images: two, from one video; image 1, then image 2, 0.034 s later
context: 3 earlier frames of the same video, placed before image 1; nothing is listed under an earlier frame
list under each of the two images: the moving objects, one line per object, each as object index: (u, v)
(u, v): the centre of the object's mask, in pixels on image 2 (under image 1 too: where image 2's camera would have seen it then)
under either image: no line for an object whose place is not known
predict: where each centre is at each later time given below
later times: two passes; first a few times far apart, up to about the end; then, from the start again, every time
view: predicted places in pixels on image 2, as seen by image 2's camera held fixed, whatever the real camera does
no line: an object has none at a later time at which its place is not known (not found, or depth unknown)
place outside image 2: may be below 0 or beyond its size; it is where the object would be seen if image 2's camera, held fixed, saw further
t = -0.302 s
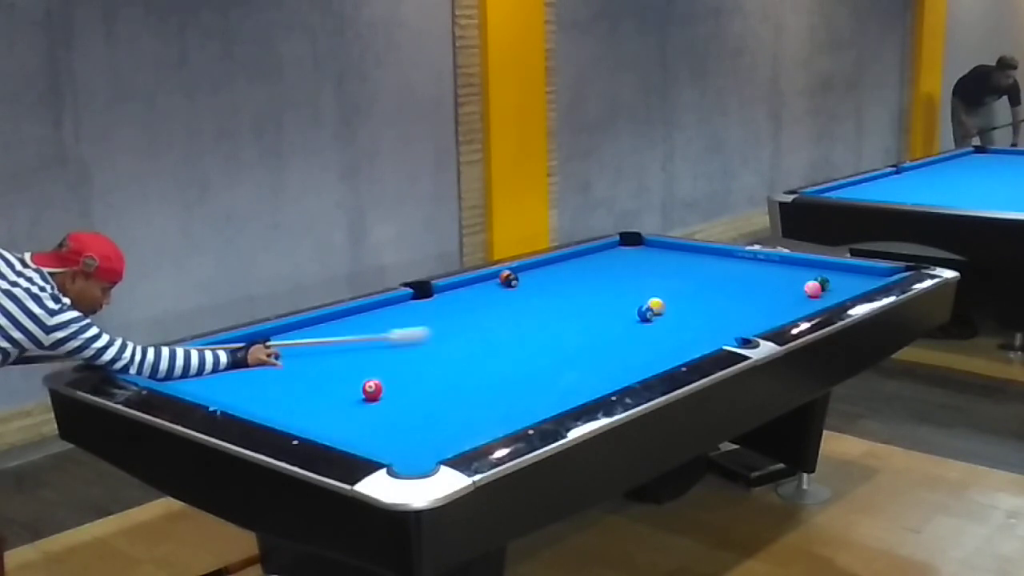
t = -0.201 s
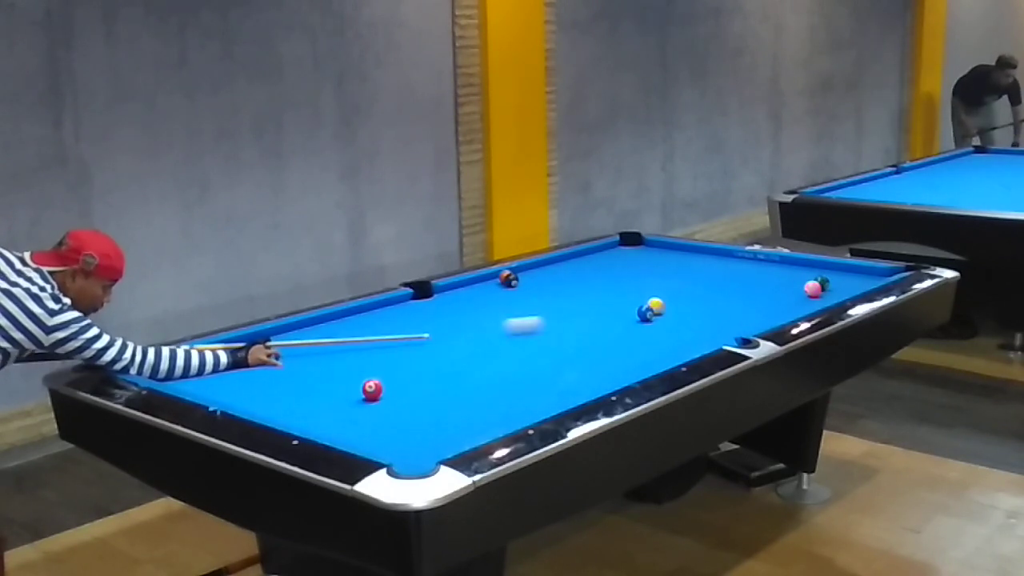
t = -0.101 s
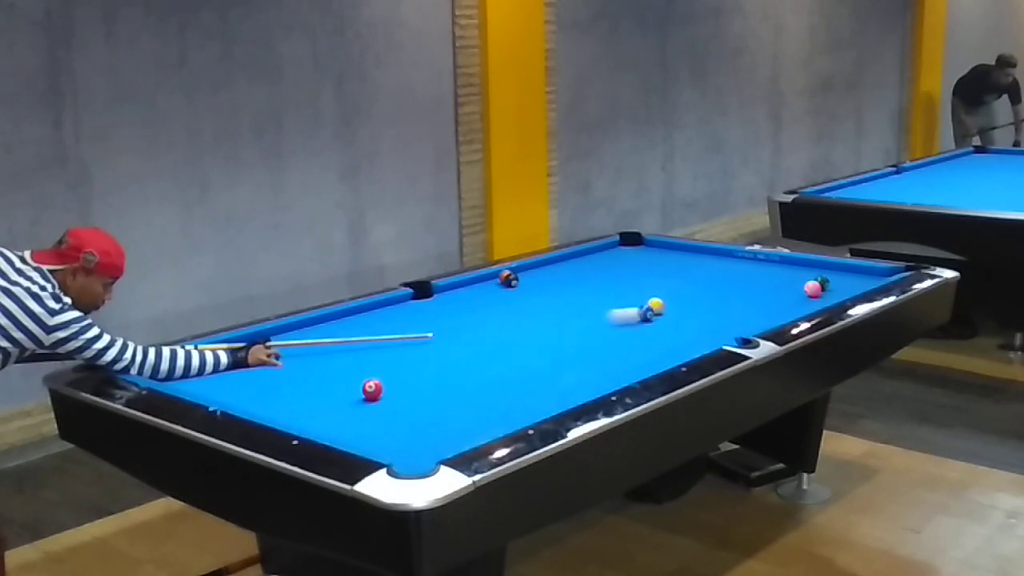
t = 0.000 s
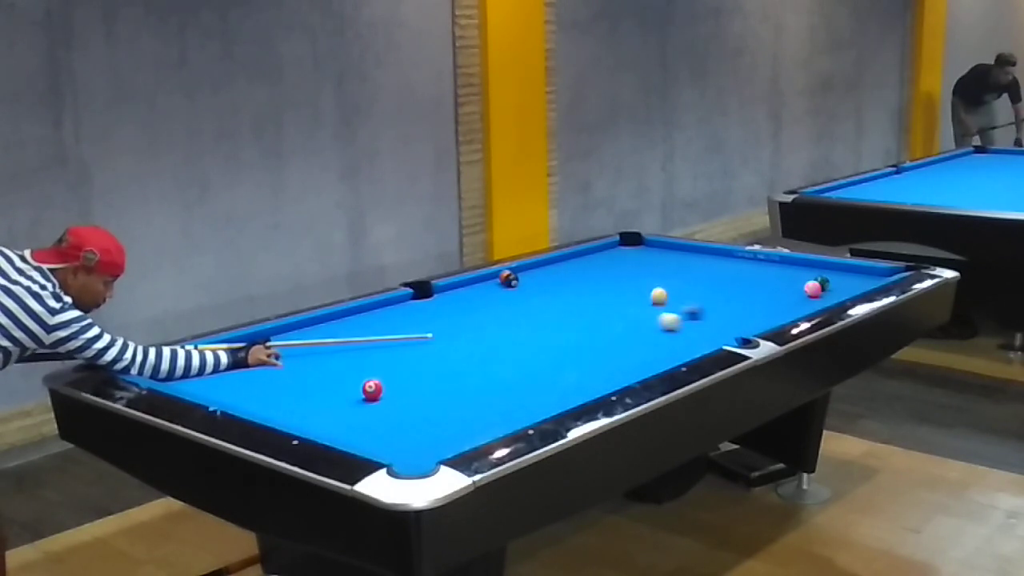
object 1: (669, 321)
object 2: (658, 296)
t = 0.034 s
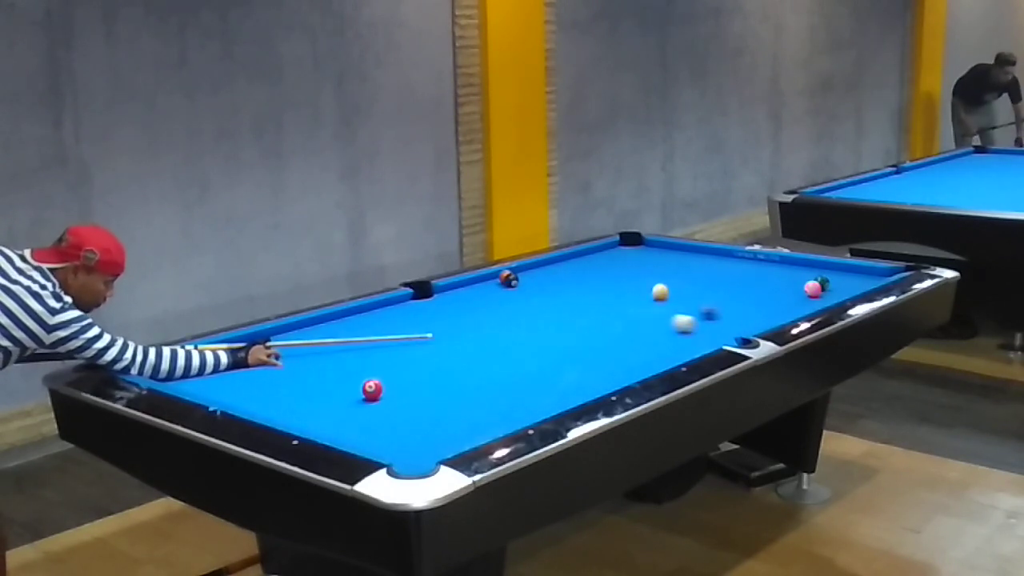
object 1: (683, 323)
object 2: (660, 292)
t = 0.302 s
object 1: (723, 322)
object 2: (669, 268)
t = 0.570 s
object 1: (687, 308)
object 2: (676, 249)
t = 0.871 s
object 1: (651, 294)
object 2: (636, 249)
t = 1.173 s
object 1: (620, 282)
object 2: (592, 253)
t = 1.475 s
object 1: (593, 272)
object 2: (571, 258)
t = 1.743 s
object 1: (578, 264)
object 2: (556, 263)
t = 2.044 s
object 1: (586, 260)
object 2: (537, 267)
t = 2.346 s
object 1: (593, 257)
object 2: (534, 272)
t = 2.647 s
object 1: (599, 254)
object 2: (530, 277)
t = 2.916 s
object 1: (604, 252)
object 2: (526, 282)
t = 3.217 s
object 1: (608, 249)
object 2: (523, 287)
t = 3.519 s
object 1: (612, 247)
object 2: (520, 291)
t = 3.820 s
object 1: (615, 246)
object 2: (517, 296)
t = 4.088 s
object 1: (617, 245)
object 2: (515, 299)
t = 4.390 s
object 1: (620, 243)
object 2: (512, 303)
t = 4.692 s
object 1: (623, 243)
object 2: (510, 306)
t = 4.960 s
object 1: (625, 242)
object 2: (508, 308)
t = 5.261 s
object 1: (626, 242)
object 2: (506, 311)
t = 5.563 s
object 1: (626, 242)
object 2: (506, 312)
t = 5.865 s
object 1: (626, 242)
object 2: (505, 314)
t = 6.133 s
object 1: (626, 242)
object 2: (504, 315)
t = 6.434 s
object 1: (626, 242)
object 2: (504, 315)
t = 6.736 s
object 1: (626, 242)
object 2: (504, 315)
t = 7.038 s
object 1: (626, 242)
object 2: (504, 315)
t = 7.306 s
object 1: (626, 242)
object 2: (504, 315)
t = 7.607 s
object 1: (626, 242)
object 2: (504, 315)
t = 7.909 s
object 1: (626, 242)
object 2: (504, 315)
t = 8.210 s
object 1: (626, 242)
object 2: (504, 315)
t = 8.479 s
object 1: (626, 242)
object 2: (503, 315)
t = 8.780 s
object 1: (626, 242)
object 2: (504, 315)
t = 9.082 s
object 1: (626, 242)
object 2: (503, 315)
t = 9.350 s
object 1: (626, 242)
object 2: (503, 315)
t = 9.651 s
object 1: (626, 242)
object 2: (503, 315)
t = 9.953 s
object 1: (626, 242)
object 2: (503, 315)
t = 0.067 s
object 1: (698, 325)
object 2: (661, 288)
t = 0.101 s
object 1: (714, 327)
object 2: (662, 285)
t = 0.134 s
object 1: (729, 328)
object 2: (664, 282)
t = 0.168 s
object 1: (745, 328)
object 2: (665, 279)
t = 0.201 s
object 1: (743, 326)
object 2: (666, 276)
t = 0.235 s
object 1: (735, 326)
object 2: (667, 273)
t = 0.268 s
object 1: (729, 324)
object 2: (668, 270)
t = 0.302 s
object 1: (723, 322)
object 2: (669, 268)
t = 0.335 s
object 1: (718, 320)
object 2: (670, 265)
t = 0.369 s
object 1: (713, 318)
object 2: (670, 263)
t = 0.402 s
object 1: (709, 317)
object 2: (671, 261)
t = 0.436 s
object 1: (704, 315)
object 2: (672, 258)
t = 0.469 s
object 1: (700, 313)
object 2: (673, 256)
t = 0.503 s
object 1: (695, 312)
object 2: (674, 253)
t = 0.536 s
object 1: (691, 310)
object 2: (675, 251)
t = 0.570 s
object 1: (687, 308)
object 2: (676, 249)
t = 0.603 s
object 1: (683, 307)
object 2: (676, 247)
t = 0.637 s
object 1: (679, 305)
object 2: (675, 245)
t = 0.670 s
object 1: (674, 303)
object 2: (668, 246)
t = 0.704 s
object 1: (670, 302)
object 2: (662, 247)
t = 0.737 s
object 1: (667, 300)
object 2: (657, 248)
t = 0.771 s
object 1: (663, 299)
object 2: (651, 248)
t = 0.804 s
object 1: (659, 297)
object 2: (646, 248)
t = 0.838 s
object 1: (655, 296)
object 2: (641, 249)
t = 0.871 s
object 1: (651, 294)
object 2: (636, 249)
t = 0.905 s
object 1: (648, 293)
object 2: (631, 249)
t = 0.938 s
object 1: (644, 292)
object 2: (627, 250)
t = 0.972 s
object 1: (640, 290)
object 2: (622, 251)
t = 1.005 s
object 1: (637, 289)
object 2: (616, 251)
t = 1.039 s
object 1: (634, 288)
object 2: (612, 251)
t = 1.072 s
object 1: (630, 286)
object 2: (606, 252)
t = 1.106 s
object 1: (627, 285)
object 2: (602, 252)
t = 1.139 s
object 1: (623, 284)
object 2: (596, 252)
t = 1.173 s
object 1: (620, 282)
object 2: (592, 253)
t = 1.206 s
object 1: (617, 281)
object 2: (587, 253)
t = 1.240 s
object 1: (614, 280)
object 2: (582, 254)
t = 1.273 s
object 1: (611, 279)
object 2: (577, 254)
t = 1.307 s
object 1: (608, 277)
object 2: (576, 255)
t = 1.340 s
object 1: (605, 276)
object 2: (575, 255)
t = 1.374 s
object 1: (602, 275)
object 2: (574, 256)
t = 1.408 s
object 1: (599, 274)
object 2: (573, 257)
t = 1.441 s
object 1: (596, 273)
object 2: (572, 258)
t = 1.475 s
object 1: (593, 272)
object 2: (571, 258)
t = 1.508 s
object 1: (590, 271)
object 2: (570, 259)
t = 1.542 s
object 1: (587, 270)
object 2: (569, 260)
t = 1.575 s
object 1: (585, 269)
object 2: (568, 261)
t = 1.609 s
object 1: (582, 268)
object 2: (566, 261)
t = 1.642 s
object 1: (579, 266)
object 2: (565, 262)
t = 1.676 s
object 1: (577, 266)
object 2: (564, 262)
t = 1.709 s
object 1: (576, 265)
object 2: (561, 263)
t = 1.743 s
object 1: (578, 264)
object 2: (556, 263)
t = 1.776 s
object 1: (579, 264)
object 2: (552, 263)
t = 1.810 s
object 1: (580, 263)
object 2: (548, 263)
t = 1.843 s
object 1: (581, 263)
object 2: (543, 263)
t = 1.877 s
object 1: (582, 263)
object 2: (540, 263)
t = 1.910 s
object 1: (583, 262)
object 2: (539, 264)
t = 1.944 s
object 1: (583, 262)
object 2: (538, 265)
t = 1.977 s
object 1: (584, 262)
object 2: (538, 265)
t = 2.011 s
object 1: (585, 261)
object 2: (538, 266)
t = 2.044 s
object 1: (586, 260)
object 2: (537, 267)
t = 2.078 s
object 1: (587, 260)
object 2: (537, 268)
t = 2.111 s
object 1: (588, 260)
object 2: (536, 268)
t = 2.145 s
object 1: (588, 260)
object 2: (536, 269)
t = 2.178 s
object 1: (589, 259)
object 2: (536, 269)
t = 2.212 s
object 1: (590, 259)
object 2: (535, 270)
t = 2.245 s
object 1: (591, 258)
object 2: (535, 270)
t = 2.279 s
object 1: (591, 258)
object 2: (534, 271)
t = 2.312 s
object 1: (592, 258)
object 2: (534, 272)
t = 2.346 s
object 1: (593, 257)
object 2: (534, 272)
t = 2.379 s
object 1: (594, 257)
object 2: (533, 273)
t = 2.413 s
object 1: (594, 257)
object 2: (533, 273)
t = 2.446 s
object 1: (595, 256)
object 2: (532, 274)
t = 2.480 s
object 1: (596, 256)
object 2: (532, 275)
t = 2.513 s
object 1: (596, 256)
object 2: (532, 275)
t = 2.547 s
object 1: (597, 255)
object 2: (531, 276)
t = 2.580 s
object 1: (598, 255)
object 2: (531, 276)
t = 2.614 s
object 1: (598, 255)
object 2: (530, 277)
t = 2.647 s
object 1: (599, 254)
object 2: (530, 277)
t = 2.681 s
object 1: (600, 254)
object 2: (529, 278)
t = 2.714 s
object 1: (600, 254)
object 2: (529, 279)
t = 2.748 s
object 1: (601, 253)
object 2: (528, 279)
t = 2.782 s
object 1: (601, 253)
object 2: (528, 280)
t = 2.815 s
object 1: (602, 253)
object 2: (527, 280)
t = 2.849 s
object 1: (602, 253)
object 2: (527, 281)
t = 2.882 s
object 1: (603, 252)
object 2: (527, 282)
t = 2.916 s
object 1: (604, 252)
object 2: (526, 282)
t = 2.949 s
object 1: (604, 252)
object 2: (526, 283)
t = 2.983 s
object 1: (605, 251)
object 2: (526, 283)
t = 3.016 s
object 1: (605, 251)
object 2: (525, 284)
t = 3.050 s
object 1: (606, 251)
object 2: (525, 284)
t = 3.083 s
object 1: (606, 251)
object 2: (525, 285)
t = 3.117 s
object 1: (607, 251)
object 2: (524, 285)
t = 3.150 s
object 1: (607, 250)
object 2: (524, 286)
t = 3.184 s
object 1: (608, 250)
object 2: (524, 286)
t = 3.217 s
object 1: (608, 249)
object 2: (523, 287)
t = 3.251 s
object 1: (608, 249)
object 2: (523, 287)
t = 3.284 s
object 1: (609, 249)
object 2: (522, 288)
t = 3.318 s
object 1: (610, 249)
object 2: (522, 288)
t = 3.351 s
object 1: (610, 248)
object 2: (522, 289)
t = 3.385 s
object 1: (610, 248)
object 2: (521, 290)
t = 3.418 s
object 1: (611, 248)
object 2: (521, 290)
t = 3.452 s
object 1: (611, 248)
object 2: (521, 290)
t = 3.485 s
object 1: (611, 247)
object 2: (520, 291)
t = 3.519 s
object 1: (612, 247)
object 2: (520, 291)
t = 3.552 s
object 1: (612, 247)
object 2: (520, 292)
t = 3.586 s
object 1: (613, 247)
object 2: (520, 292)
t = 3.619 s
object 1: (613, 247)
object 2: (519, 293)
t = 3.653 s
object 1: (613, 247)
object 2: (519, 293)
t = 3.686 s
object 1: (614, 246)
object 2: (518, 294)
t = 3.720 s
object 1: (614, 246)
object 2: (518, 294)
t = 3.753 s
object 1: (614, 246)
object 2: (518, 295)
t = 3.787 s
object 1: (615, 246)
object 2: (517, 295)
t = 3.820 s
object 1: (615, 246)
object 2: (517, 296)
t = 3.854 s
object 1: (615, 246)
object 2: (517, 296)
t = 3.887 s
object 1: (616, 245)
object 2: (516, 296)
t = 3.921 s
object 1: (616, 245)
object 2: (516, 297)
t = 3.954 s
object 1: (616, 245)
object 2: (516, 297)
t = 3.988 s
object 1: (617, 245)
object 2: (516, 298)
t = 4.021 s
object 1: (617, 245)
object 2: (515, 298)
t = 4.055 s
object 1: (617, 245)
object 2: (515, 298)
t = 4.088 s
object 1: (617, 245)
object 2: (515, 299)
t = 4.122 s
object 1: (618, 244)
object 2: (514, 300)
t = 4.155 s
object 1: (618, 244)
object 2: (514, 300)
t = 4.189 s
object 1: (618, 244)
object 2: (514, 300)
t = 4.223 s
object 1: (618, 244)
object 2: (513, 301)
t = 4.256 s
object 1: (618, 244)
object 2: (513, 301)
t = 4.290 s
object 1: (619, 243)
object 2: (513, 301)
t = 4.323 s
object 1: (619, 243)
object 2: (513, 302)
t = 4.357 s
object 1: (620, 243)
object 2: (512, 302)
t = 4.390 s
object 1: (620, 243)
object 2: (512, 303)
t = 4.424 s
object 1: (620, 243)
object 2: (512, 303)
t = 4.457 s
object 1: (621, 243)
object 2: (512, 303)
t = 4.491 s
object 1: (621, 243)
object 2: (511, 304)
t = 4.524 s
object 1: (622, 243)
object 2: (511, 304)
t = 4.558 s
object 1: (622, 243)
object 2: (511, 304)
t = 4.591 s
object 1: (622, 243)
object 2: (510, 305)
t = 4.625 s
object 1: (622, 243)
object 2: (510, 305)
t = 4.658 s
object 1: (623, 243)
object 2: (510, 305)
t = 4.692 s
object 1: (623, 243)
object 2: (510, 306)
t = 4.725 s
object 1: (623, 243)
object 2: (510, 306)
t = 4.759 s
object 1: (624, 243)
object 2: (509, 306)
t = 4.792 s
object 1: (624, 243)
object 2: (509, 307)
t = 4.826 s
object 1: (624, 243)
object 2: (509, 307)
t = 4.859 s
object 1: (624, 243)
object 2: (509, 307)
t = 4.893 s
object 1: (624, 243)
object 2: (509, 307)
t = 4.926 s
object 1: (625, 242)
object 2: (508, 308)
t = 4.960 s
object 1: (625, 242)
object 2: (508, 308)
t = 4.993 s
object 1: (625, 242)
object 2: (508, 309)
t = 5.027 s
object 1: (626, 242)
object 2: (508, 309)
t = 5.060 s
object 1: (626, 242)
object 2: (507, 309)
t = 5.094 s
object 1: (626, 242)
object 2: (507, 309)
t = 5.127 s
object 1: (626, 242)
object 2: (507, 310)
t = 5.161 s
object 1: (626, 242)
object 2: (507, 310)
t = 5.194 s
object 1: (626, 242)
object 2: (507, 310)
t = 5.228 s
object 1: (626, 242)
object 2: (507, 311)
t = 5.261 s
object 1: (626, 242)
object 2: (506, 311)
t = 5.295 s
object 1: (626, 242)
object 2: (506, 311)
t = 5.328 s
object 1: (626, 242)
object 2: (506, 311)
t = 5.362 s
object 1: (626, 242)
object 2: (506, 311)
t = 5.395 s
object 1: (626, 242)
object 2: (506, 311)
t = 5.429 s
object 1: (626, 242)
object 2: (506, 312)
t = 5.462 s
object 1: (626, 242)
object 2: (506, 312)
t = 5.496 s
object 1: (626, 242)
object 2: (506, 312)
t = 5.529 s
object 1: (626, 242)
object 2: (506, 312)
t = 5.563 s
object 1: (626, 242)
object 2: (506, 312)
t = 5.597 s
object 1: (626, 242)
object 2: (505, 313)
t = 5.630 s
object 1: (626, 242)
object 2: (505, 313)
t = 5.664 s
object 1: (626, 242)
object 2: (505, 313)
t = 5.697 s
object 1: (626, 242)
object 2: (505, 313)
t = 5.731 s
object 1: (626, 242)
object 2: (505, 313)
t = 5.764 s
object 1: (626, 242)
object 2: (505, 313)
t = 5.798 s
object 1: (626, 242)
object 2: (505, 314)
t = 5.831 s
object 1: (626, 242)
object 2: (505, 314)
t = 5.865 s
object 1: (626, 242)
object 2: (505, 314)
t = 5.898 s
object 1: (626, 242)
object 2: (505, 314)
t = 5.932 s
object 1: (626, 242)
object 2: (505, 314)
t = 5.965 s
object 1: (626, 242)
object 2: (505, 314)
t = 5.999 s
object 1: (626, 242)
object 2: (505, 314)
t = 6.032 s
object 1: (626, 242)
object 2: (505, 314)
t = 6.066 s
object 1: (626, 242)
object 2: (505, 314)
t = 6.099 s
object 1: (626, 242)
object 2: (505, 314)
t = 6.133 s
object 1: (626, 242)
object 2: (504, 315)
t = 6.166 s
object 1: (626, 242)
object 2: (504, 315)
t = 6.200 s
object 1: (626, 242)
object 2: (504, 315)
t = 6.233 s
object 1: (626, 242)
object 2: (504, 315)
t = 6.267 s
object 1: (626, 242)
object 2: (504, 315)
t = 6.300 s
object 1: (626, 242)
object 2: (504, 315)
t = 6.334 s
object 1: (626, 242)
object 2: (504, 315)
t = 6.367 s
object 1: (626, 242)
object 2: (504, 315)
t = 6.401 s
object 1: (626, 242)
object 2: (504, 315)
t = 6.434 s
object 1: (626, 242)
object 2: (504, 315)
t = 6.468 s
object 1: (626, 242)
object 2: (504, 315)
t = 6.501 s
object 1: (626, 242)
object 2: (504, 315)
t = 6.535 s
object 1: (626, 242)
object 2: (504, 315)
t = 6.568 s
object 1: (626, 242)
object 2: (504, 315)
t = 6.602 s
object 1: (626, 242)
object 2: (504, 315)
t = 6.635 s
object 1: (626, 242)
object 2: (504, 315)
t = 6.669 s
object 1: (626, 242)
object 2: (504, 315)
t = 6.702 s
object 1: (626, 242)
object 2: (504, 315)
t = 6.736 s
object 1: (626, 242)
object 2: (504, 315)
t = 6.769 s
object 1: (626, 242)
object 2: (504, 315)
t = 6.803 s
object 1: (626, 242)
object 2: (504, 315)
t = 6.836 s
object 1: (626, 242)
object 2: (504, 315)
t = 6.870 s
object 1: (626, 242)
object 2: (504, 315)
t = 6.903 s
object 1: (626, 242)
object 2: (504, 315)
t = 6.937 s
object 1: (626, 242)
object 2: (504, 315)
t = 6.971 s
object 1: (626, 242)
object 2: (504, 315)
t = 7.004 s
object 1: (626, 242)
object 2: (504, 315)
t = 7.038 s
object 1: (626, 242)
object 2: (504, 315)
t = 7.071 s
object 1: (626, 242)
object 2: (504, 315)
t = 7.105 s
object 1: (626, 242)
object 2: (504, 315)
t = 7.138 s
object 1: (626, 242)
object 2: (504, 315)
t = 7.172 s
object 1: (626, 242)
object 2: (504, 315)
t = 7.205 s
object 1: (626, 242)
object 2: (504, 315)
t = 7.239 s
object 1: (626, 242)
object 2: (504, 315)
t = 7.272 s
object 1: (626, 242)
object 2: (504, 315)
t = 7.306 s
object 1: (626, 242)
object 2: (504, 315)
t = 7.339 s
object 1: (626, 242)
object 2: (504, 315)
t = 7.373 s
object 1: (626, 242)
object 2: (504, 315)
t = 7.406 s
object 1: (626, 242)
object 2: (504, 315)
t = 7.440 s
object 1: (626, 242)
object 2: (504, 315)
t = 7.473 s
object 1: (626, 242)
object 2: (504, 315)
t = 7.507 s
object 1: (626, 242)
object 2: (504, 315)
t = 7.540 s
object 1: (626, 242)
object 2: (504, 315)
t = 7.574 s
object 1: (626, 242)
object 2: (504, 315)
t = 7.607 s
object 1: (626, 242)
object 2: (504, 315)
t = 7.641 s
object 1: (626, 242)
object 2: (504, 315)
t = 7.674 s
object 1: (626, 242)
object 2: (504, 315)
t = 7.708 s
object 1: (626, 242)
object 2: (504, 315)
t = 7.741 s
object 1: (626, 242)
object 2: (504, 315)
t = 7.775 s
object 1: (626, 242)
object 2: (504, 315)
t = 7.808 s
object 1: (626, 242)
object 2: (504, 315)
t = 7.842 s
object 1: (626, 242)
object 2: (504, 315)
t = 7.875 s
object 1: (626, 242)
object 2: (504, 315)
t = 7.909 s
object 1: (626, 242)
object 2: (504, 315)
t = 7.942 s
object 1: (626, 242)
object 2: (504, 315)
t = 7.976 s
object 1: (626, 242)
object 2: (504, 315)
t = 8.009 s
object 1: (626, 242)
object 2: (504, 315)
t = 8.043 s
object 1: (626, 242)
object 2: (504, 315)
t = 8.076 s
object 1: (626, 242)
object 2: (504, 315)
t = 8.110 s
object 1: (626, 242)
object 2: (504, 315)
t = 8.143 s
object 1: (626, 242)
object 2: (504, 315)
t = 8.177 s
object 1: (626, 242)
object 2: (504, 315)
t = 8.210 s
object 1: (626, 242)
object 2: (504, 315)
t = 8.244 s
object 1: (626, 242)
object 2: (504, 315)
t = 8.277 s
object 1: (626, 242)
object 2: (504, 315)
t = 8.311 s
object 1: (626, 242)
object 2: (503, 315)
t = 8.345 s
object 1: (626, 242)
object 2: (503, 315)
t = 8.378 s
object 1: (626, 242)
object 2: (503, 315)
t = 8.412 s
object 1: (626, 242)
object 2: (503, 315)
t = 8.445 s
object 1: (626, 242)
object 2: (503, 315)
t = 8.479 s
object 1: (626, 242)
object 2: (503, 315)
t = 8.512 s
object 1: (626, 242)
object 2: (503, 315)
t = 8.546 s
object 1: (626, 242)
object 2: (503, 315)
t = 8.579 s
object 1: (626, 242)
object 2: (503, 315)
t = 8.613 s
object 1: (626, 242)
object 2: (503, 315)
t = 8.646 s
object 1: (626, 242)
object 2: (503, 315)
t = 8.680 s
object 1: (626, 242)
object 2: (503, 315)
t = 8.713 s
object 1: (626, 242)
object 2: (503, 315)
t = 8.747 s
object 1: (626, 242)
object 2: (503, 315)
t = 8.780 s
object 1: (626, 242)
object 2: (504, 315)
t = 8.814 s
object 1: (626, 242)
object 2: (503, 315)
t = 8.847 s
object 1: (626, 242)
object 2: (503, 315)
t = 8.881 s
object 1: (626, 242)
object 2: (503, 315)
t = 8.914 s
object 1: (626, 242)
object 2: (504, 315)
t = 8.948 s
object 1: (627, 242)
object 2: (503, 315)
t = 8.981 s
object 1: (626, 242)
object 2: (503, 315)
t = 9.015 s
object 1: (626, 242)
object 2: (503, 315)
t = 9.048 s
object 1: (626, 242)
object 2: (503, 315)
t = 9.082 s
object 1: (626, 242)
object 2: (503, 315)
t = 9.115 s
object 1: (626, 242)
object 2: (503, 315)
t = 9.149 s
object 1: (626, 242)
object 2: (503, 315)
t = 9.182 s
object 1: (626, 242)
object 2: (503, 315)
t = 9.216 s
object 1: (626, 242)
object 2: (503, 315)
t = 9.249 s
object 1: (626, 242)
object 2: (503, 315)
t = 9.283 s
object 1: (626, 242)
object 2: (503, 315)
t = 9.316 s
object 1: (626, 242)
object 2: (503, 315)
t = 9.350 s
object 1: (626, 242)
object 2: (503, 315)
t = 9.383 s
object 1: (626, 242)
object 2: (503, 315)
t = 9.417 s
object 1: (626, 242)
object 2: (503, 315)
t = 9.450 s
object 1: (626, 242)
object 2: (503, 315)
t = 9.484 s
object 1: (626, 242)
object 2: (503, 315)
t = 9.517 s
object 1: (626, 242)
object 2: (503, 315)
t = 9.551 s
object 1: (626, 242)
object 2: (503, 315)
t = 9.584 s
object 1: (626, 242)
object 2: (503, 315)
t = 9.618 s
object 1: (626, 242)
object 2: (503, 315)
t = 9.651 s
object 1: (626, 242)
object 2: (503, 315)
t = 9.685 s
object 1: (626, 242)
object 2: (503, 315)
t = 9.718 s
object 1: (626, 242)
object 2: (503, 315)
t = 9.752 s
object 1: (626, 242)
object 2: (503, 315)
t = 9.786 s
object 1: (626, 242)
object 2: (503, 315)
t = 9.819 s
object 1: (626, 242)
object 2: (503, 315)
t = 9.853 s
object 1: (626, 242)
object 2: (503, 315)
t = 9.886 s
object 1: (626, 242)
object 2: (503, 315)
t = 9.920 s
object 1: (626, 242)
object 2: (503, 315)
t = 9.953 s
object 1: (626, 242)
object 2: (503, 315)
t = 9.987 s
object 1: (626, 242)
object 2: (503, 315)
